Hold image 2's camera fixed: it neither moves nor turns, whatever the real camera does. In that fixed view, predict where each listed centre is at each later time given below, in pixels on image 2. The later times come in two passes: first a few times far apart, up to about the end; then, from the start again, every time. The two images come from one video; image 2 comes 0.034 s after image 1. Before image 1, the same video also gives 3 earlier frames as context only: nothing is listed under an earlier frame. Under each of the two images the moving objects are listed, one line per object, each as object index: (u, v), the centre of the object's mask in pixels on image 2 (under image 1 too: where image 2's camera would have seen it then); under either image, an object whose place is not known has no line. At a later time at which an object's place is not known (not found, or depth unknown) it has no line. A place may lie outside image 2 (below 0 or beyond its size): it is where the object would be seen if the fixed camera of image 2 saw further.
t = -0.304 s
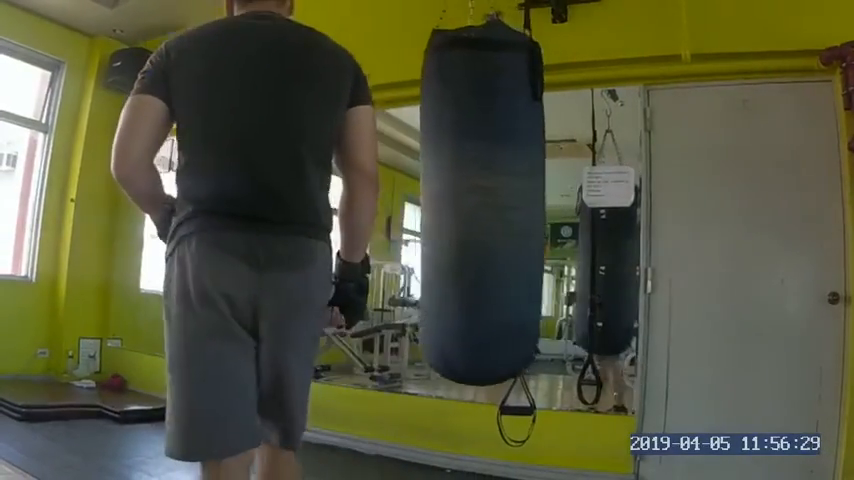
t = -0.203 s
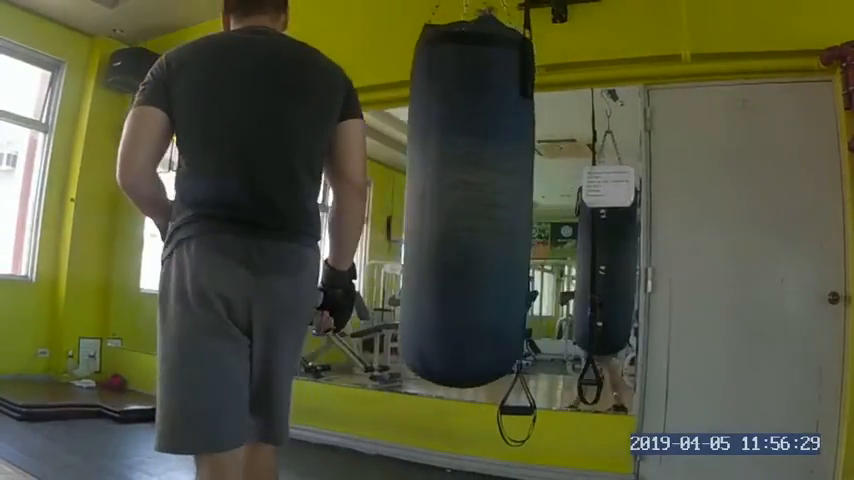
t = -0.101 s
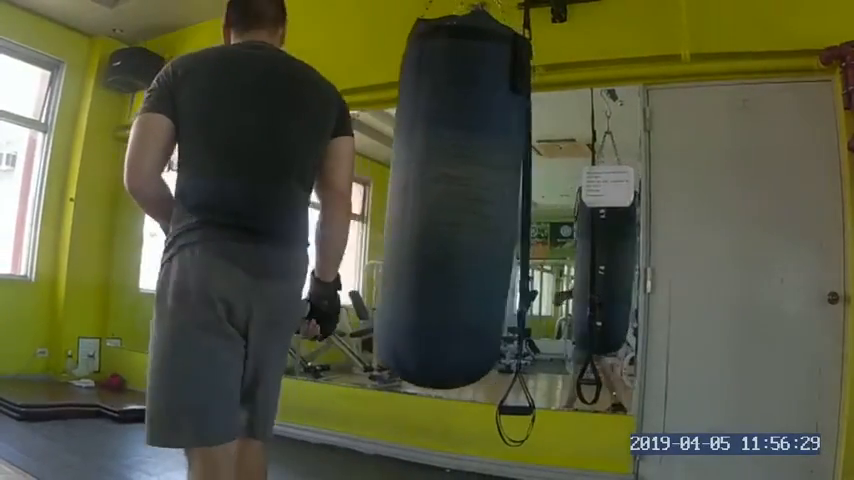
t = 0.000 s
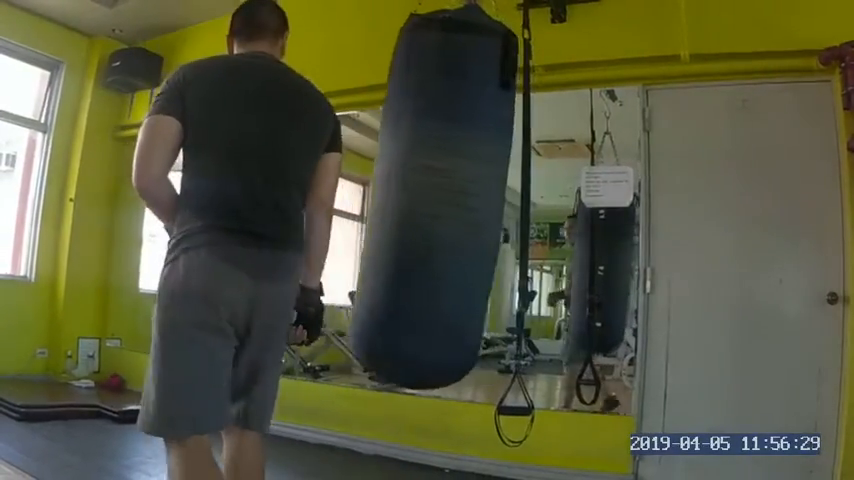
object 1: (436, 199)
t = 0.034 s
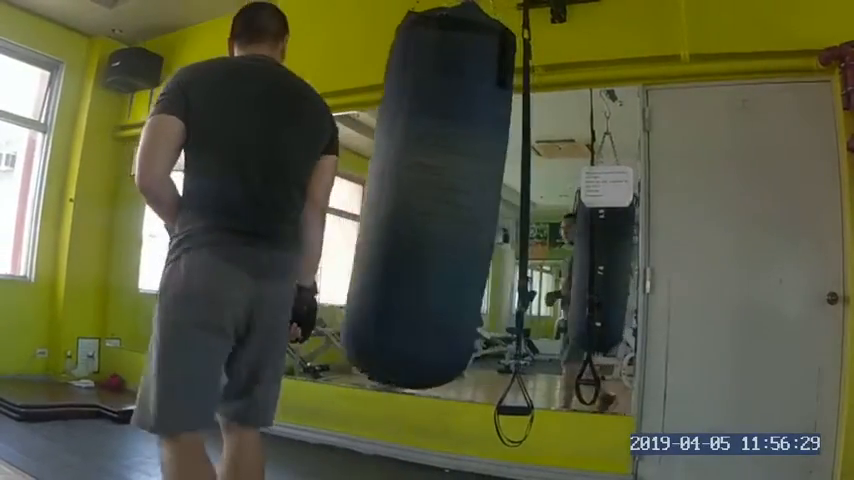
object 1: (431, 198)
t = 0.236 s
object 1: (406, 191)
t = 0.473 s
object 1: (397, 189)
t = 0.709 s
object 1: (414, 193)
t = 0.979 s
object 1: (456, 200)
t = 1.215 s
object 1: (490, 203)
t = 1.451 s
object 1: (508, 202)
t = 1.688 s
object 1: (510, 200)
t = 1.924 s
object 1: (494, 201)
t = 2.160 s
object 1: (468, 203)
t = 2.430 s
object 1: (433, 199)
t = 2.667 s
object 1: (410, 192)
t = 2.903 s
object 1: (406, 190)
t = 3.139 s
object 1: (426, 195)
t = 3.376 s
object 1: (458, 200)
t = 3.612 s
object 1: (487, 203)
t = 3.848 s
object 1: (502, 202)
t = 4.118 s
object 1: (500, 201)
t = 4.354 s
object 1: (485, 201)
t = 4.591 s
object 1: (462, 203)
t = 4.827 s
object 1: (437, 201)
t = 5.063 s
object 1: (419, 194)
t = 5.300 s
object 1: (417, 192)
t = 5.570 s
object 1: (438, 196)
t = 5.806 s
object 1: (465, 199)
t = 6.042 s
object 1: (486, 203)
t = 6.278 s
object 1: (495, 203)
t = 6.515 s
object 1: (493, 201)
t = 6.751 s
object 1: (480, 201)
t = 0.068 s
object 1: (426, 197)
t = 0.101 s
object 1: (422, 195)
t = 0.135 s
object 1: (418, 194)
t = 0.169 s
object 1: (414, 193)
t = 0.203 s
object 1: (410, 192)
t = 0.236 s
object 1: (406, 191)
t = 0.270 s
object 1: (403, 191)
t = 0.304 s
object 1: (401, 190)
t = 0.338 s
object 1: (399, 190)
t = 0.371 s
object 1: (398, 189)
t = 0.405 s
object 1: (397, 189)
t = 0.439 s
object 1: (396, 189)
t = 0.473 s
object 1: (397, 189)
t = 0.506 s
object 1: (397, 189)
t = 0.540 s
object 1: (399, 189)
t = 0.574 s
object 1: (401, 190)
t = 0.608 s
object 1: (404, 191)
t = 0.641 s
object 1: (407, 191)
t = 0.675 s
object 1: (411, 192)
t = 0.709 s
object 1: (414, 193)
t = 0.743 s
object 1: (419, 193)
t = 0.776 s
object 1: (423, 195)
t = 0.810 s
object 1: (428, 195)
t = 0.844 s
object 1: (433, 196)
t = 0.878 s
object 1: (438, 197)
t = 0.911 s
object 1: (444, 199)
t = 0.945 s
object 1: (450, 199)
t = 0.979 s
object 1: (456, 200)
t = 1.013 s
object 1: (460, 201)
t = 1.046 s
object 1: (465, 202)
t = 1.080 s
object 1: (470, 203)
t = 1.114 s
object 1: (476, 203)
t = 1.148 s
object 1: (481, 203)
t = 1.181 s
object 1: (486, 202)
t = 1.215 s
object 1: (490, 203)
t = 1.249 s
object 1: (493, 203)
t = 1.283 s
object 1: (496, 202)
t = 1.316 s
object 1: (500, 202)
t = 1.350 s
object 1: (502, 201)
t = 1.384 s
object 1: (505, 201)
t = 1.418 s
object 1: (507, 201)
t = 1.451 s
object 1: (508, 202)
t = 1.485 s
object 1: (510, 201)
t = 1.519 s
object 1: (511, 201)
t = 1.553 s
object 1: (511, 200)
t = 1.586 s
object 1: (511, 200)
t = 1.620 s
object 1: (511, 200)
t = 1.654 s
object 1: (511, 199)
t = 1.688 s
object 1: (510, 200)
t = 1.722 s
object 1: (508, 200)
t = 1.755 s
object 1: (507, 200)
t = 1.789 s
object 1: (505, 200)
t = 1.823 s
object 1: (502, 200)
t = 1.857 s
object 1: (500, 201)
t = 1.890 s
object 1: (497, 201)
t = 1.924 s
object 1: (494, 201)
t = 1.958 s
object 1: (491, 201)
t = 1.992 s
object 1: (487, 202)
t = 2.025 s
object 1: (484, 202)
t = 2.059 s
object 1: (480, 203)
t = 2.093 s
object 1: (476, 203)
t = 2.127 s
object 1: (472, 203)
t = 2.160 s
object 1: (468, 203)
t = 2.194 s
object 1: (464, 203)
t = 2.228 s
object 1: (460, 202)
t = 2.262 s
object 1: (456, 201)
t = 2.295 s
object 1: (451, 201)
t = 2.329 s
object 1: (446, 201)
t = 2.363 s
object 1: (441, 200)
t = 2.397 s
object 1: (437, 200)
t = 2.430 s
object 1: (433, 199)
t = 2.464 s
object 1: (428, 198)
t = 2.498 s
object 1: (425, 197)
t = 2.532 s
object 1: (422, 196)
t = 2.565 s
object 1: (418, 195)
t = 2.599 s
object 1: (415, 194)
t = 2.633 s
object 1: (412, 193)
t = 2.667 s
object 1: (410, 192)
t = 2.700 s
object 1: (407, 192)
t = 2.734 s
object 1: (406, 191)
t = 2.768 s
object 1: (405, 191)
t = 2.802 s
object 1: (405, 190)
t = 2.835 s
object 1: (405, 190)
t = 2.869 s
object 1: (405, 190)
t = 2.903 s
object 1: (406, 190)
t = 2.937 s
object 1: (408, 191)
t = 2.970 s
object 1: (410, 191)
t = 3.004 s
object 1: (413, 192)
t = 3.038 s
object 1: (415, 192)
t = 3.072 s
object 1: (419, 193)
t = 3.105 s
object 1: (422, 194)
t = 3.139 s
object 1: (426, 195)
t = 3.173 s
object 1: (431, 195)
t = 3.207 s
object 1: (435, 196)
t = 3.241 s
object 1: (439, 197)
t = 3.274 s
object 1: (444, 197)
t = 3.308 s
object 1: (448, 199)
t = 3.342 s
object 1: (454, 199)
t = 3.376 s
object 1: (458, 200)
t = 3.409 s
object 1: (463, 200)
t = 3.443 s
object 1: (467, 201)
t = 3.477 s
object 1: (471, 201)
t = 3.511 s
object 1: (476, 202)
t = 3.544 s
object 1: (480, 202)
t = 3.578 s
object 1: (484, 202)
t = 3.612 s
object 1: (487, 203)
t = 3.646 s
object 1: (490, 203)
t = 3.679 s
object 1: (493, 203)
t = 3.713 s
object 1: (495, 202)
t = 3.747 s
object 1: (498, 202)
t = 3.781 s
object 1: (499, 202)
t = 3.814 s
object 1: (500, 201)
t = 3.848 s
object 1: (502, 202)
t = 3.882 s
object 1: (502, 202)
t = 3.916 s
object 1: (503, 202)
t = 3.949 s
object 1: (503, 202)
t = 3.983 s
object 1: (502, 202)
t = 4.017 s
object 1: (502, 201)
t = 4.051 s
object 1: (502, 201)
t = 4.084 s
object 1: (501, 201)
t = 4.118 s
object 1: (500, 201)
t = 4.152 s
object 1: (498, 200)
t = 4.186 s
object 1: (496, 200)
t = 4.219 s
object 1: (494, 200)
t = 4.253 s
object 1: (492, 200)
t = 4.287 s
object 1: (490, 200)
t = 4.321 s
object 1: (487, 201)
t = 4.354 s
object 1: (485, 201)
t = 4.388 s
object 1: (482, 202)
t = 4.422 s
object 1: (478, 201)
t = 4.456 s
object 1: (476, 202)
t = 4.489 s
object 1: (472, 202)
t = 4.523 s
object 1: (469, 203)
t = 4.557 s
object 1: (466, 203)
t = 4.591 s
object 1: (462, 203)
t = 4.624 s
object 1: (460, 202)
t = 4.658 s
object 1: (456, 201)
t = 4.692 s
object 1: (452, 201)
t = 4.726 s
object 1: (447, 202)
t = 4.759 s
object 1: (444, 202)
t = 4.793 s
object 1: (440, 201)
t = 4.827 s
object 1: (437, 201)
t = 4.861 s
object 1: (434, 200)
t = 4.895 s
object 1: (431, 199)
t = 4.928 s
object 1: (428, 198)
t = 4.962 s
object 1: (425, 197)
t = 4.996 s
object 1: (422, 196)
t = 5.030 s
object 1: (421, 195)
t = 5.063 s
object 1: (419, 194)
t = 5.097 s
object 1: (418, 193)
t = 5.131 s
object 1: (417, 193)
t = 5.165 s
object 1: (416, 193)
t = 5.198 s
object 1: (416, 193)
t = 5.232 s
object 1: (416, 192)
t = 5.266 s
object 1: (416, 192)
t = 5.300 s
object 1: (417, 192)
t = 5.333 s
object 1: (418, 192)
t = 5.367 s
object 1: (420, 192)
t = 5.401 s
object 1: (423, 193)
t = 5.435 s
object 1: (425, 193)
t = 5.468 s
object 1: (428, 193)
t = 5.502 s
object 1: (431, 194)
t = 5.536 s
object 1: (435, 194)
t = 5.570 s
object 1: (438, 196)
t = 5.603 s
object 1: (442, 197)
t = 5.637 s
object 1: (446, 197)
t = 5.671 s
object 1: (449, 197)
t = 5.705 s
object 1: (454, 197)
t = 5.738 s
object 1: (458, 199)
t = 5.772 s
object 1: (461, 199)
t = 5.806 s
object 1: (465, 199)
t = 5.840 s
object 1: (468, 200)
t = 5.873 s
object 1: (472, 201)
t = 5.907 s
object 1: (475, 202)
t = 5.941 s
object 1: (478, 202)
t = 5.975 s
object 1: (481, 203)
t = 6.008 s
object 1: (484, 203)
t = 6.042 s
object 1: (486, 203)
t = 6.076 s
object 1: (488, 203)
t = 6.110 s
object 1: (490, 203)
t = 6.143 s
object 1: (492, 203)
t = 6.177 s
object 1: (493, 204)
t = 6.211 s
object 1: (494, 203)
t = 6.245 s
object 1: (495, 204)
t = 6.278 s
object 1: (495, 203)
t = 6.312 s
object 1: (496, 203)
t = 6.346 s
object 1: (496, 203)
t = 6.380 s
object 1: (496, 203)
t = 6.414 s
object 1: (495, 203)
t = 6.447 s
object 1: (495, 203)
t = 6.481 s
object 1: (494, 202)
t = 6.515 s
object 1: (493, 201)
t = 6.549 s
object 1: (492, 201)
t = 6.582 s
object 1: (490, 201)
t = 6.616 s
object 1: (488, 201)
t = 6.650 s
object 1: (487, 201)
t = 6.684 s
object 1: (485, 201)
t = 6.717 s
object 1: (482, 201)
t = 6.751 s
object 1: (480, 201)
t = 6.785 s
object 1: (478, 202)
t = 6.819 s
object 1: (475, 201)
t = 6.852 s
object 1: (473, 201)
